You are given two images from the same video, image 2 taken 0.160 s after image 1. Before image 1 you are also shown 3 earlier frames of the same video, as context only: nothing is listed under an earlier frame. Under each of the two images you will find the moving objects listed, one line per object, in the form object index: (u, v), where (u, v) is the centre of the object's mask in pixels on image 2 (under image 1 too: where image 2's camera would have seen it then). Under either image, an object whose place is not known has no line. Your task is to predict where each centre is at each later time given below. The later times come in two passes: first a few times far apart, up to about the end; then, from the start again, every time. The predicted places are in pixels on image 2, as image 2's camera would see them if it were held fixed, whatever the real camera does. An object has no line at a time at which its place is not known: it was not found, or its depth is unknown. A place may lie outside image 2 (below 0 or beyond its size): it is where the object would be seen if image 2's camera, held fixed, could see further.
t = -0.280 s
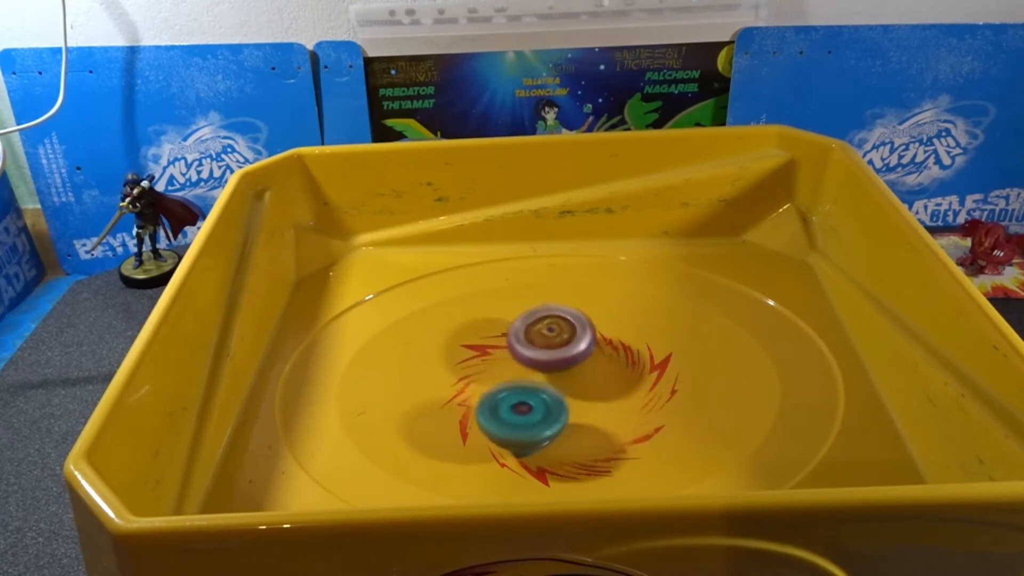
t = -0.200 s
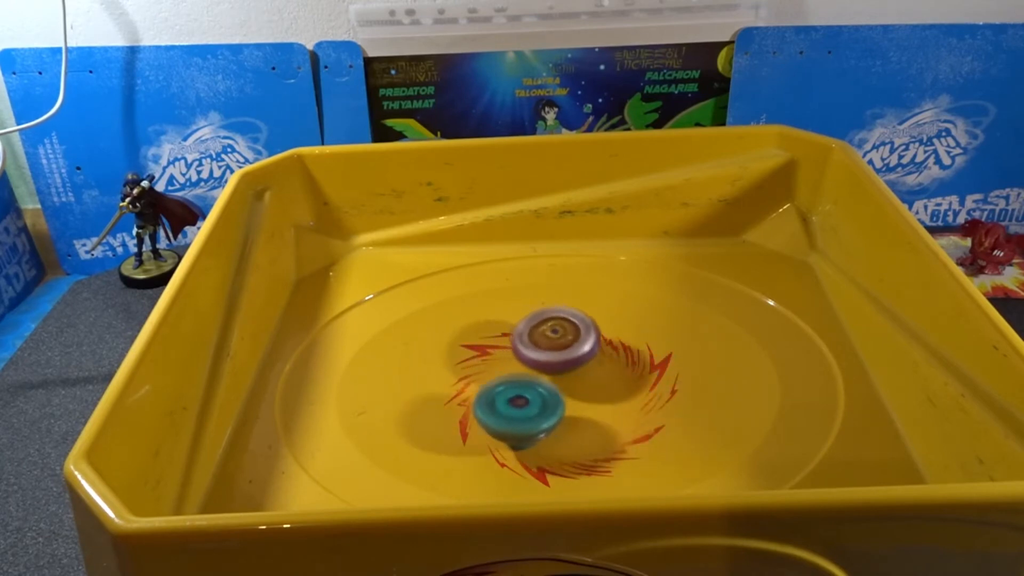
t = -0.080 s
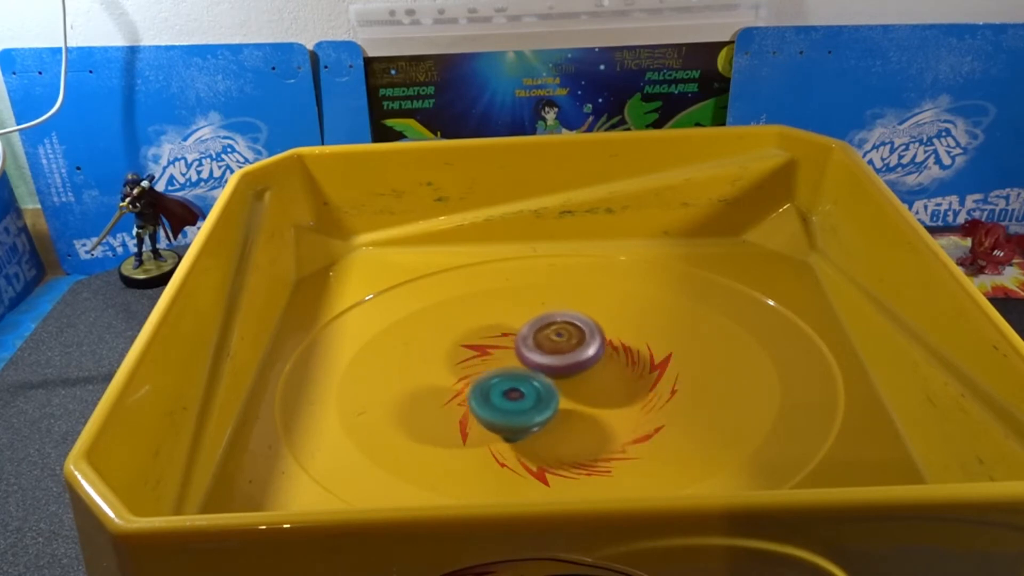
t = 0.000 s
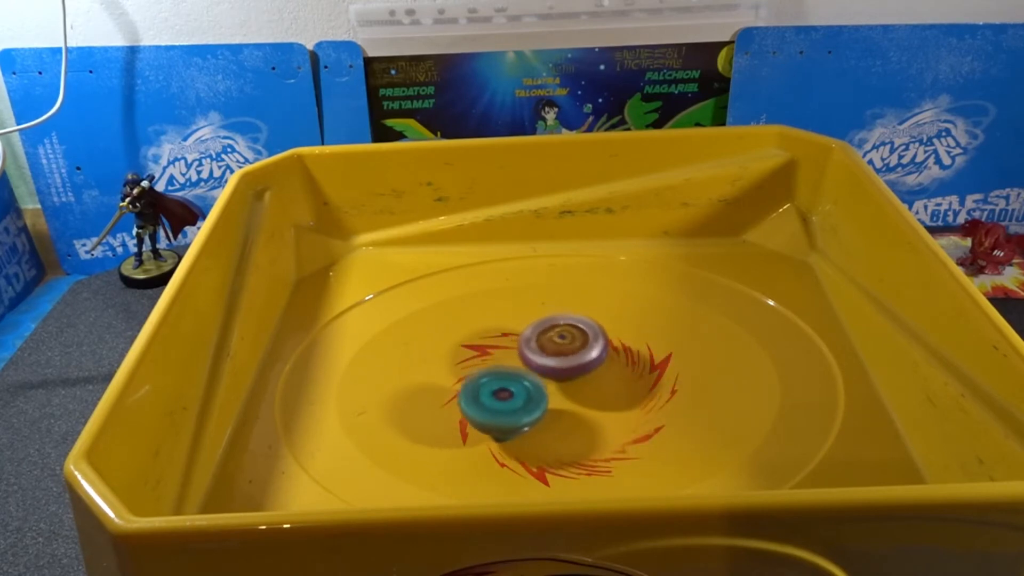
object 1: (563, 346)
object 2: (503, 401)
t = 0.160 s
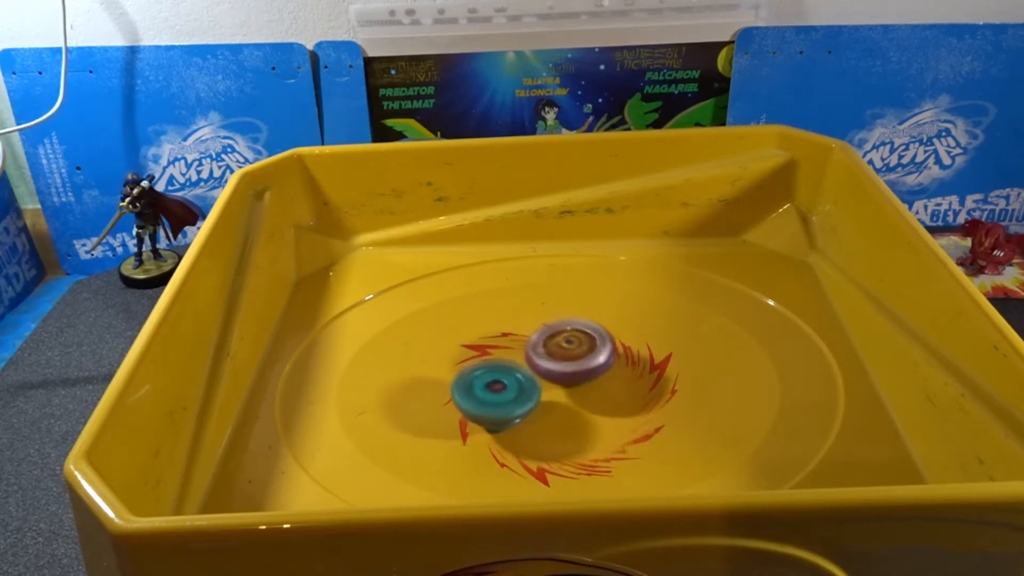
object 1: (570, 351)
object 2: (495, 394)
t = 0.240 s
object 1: (577, 352)
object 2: (487, 390)
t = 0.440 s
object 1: (585, 354)
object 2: (477, 393)
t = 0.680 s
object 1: (593, 360)
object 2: (488, 391)
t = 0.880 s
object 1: (593, 364)
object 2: (490, 382)
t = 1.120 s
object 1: (589, 370)
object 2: (488, 365)
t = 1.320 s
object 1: (585, 376)
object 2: (490, 348)
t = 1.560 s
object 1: (583, 377)
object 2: (504, 343)
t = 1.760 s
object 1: (593, 389)
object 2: (492, 326)
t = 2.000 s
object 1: (591, 398)
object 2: (508, 345)
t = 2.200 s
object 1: (579, 399)
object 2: (531, 337)
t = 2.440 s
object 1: (564, 394)
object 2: (561, 327)
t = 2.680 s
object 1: (547, 388)
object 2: (589, 326)
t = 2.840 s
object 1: (536, 384)
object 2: (589, 330)
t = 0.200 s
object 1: (571, 353)
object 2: (495, 391)
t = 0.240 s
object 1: (577, 352)
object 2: (487, 390)
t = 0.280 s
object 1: (582, 352)
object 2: (476, 390)
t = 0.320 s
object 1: (584, 351)
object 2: (469, 391)
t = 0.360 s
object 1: (585, 352)
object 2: (468, 392)
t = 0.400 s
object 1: (585, 353)
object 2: (471, 392)
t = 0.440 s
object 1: (585, 354)
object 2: (477, 393)
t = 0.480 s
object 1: (585, 356)
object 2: (484, 393)
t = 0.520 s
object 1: (584, 358)
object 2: (492, 392)
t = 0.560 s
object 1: (584, 360)
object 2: (497, 391)
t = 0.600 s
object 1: (588, 360)
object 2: (492, 391)
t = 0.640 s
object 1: (591, 360)
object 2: (488, 391)
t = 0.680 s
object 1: (593, 360)
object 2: (488, 391)
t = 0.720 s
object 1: (594, 360)
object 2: (489, 389)
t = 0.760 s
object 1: (594, 361)
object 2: (491, 388)
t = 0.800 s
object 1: (594, 362)
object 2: (492, 386)
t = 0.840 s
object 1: (594, 363)
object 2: (491, 383)
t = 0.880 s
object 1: (593, 364)
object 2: (490, 382)
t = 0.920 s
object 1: (593, 365)
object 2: (489, 379)
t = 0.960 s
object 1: (592, 366)
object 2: (487, 376)
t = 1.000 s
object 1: (591, 367)
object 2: (487, 374)
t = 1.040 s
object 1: (591, 369)
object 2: (487, 371)
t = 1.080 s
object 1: (590, 370)
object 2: (487, 368)
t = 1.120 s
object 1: (589, 370)
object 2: (488, 365)
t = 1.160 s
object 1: (587, 371)
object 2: (489, 362)
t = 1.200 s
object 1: (586, 372)
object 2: (490, 359)
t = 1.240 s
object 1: (584, 373)
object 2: (491, 356)
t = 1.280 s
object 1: (583, 374)
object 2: (492, 353)
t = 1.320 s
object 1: (585, 376)
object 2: (490, 348)
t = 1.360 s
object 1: (587, 377)
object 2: (490, 346)
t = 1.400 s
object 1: (587, 377)
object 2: (491, 344)
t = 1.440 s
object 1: (587, 378)
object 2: (493, 344)
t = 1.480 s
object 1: (586, 377)
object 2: (497, 344)
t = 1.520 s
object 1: (585, 378)
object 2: (501, 344)
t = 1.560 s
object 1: (583, 377)
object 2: (504, 343)
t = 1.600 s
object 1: (581, 378)
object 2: (507, 341)
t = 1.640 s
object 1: (585, 381)
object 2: (504, 335)
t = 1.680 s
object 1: (589, 385)
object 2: (498, 328)
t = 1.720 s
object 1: (592, 387)
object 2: (494, 325)
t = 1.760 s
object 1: (593, 389)
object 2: (492, 326)
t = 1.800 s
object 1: (593, 391)
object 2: (492, 329)
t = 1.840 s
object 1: (594, 393)
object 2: (492, 333)
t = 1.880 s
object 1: (593, 395)
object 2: (494, 338)
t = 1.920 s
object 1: (592, 396)
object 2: (497, 341)
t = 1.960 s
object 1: (591, 396)
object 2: (502, 344)
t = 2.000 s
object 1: (591, 398)
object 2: (508, 345)
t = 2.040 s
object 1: (588, 398)
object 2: (512, 345)
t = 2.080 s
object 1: (587, 399)
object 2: (517, 344)
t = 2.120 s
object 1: (585, 399)
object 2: (521, 342)
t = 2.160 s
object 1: (582, 399)
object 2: (526, 339)
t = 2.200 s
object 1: (579, 399)
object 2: (531, 337)
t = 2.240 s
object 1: (577, 398)
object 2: (536, 334)
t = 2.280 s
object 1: (574, 398)
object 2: (541, 332)
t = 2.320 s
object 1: (571, 397)
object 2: (546, 330)
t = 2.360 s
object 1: (568, 397)
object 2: (551, 329)
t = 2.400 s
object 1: (566, 395)
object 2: (556, 327)
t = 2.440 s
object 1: (564, 394)
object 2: (561, 327)
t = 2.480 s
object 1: (561, 392)
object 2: (566, 327)
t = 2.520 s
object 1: (558, 390)
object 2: (571, 327)
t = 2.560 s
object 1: (556, 389)
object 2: (576, 329)
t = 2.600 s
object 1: (553, 389)
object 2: (582, 328)
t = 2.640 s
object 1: (550, 389)
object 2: (587, 326)
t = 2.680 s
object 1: (547, 388)
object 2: (589, 326)
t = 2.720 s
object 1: (545, 387)
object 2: (589, 326)
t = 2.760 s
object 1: (543, 386)
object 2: (589, 328)
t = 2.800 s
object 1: (541, 384)
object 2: (588, 330)
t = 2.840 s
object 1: (536, 384)
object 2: (589, 330)
